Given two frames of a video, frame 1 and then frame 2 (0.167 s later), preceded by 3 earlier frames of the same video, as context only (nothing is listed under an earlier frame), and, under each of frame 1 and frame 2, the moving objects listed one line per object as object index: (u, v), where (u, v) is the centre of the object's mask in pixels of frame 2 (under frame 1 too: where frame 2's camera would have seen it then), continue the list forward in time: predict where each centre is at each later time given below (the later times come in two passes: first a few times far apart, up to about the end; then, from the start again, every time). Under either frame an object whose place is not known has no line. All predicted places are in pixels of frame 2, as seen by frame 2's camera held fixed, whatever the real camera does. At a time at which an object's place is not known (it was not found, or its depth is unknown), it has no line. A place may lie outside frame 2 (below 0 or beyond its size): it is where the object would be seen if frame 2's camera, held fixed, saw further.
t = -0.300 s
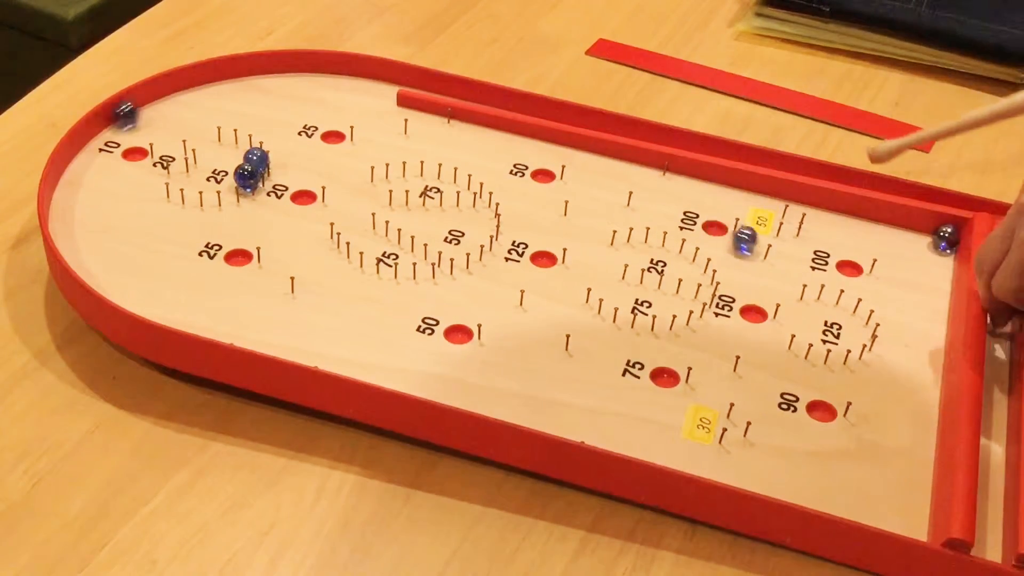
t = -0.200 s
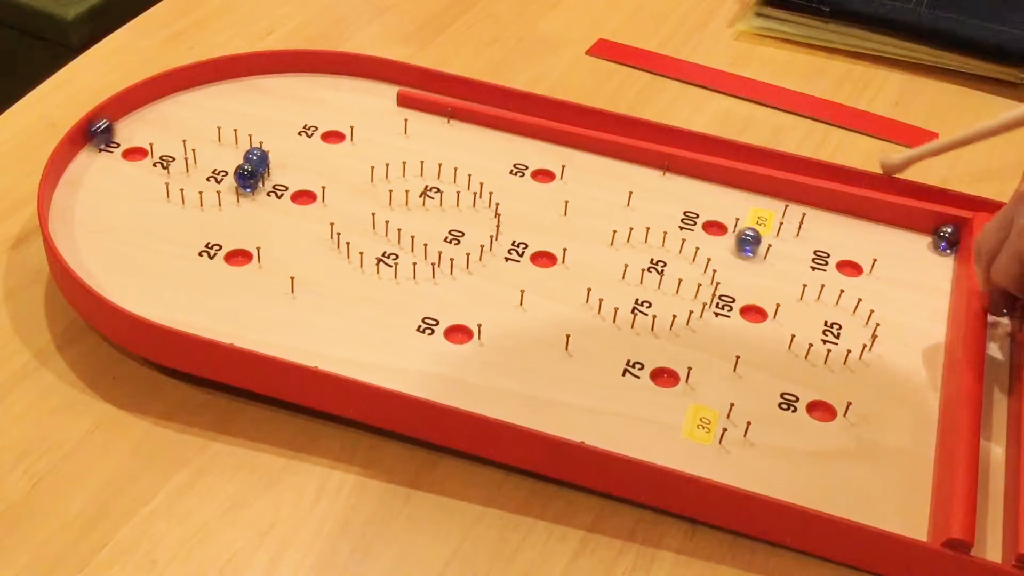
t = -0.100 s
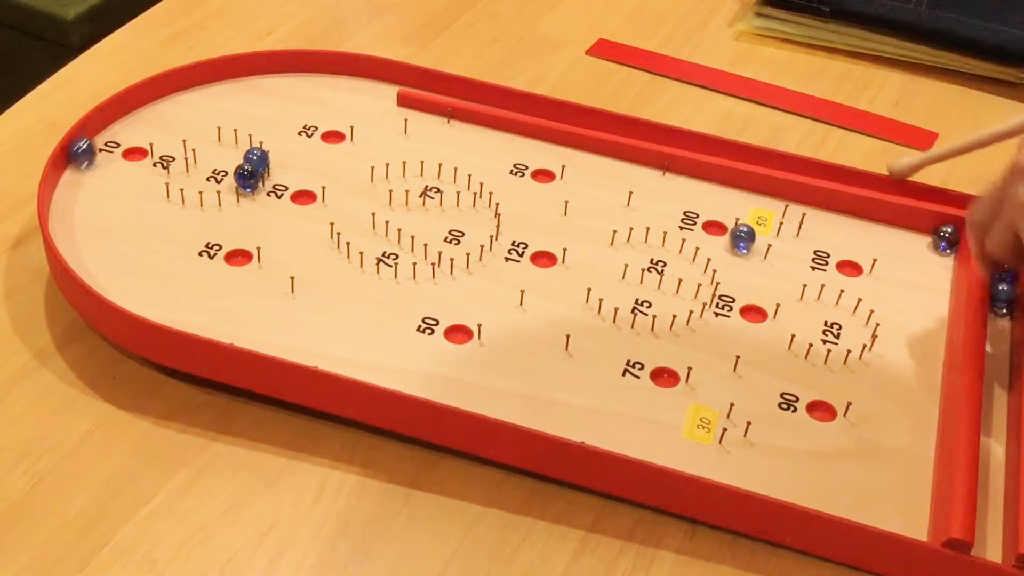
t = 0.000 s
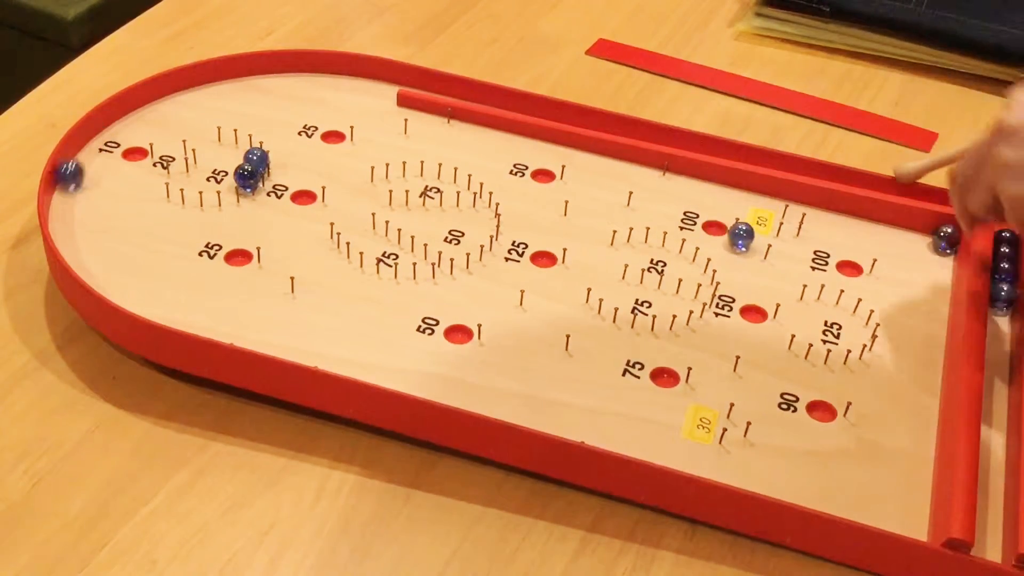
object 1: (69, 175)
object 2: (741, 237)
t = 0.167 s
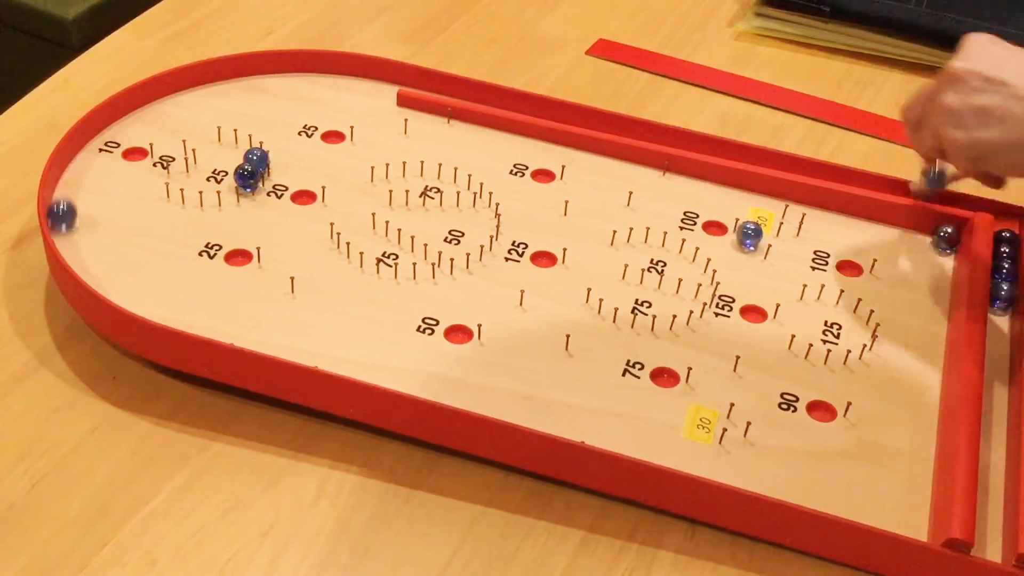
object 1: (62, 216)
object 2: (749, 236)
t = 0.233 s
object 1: (64, 233)
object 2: (756, 236)
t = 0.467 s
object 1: (111, 289)
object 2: (801, 245)
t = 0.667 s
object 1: (200, 328)
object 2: (863, 254)
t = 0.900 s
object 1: (222, 287)
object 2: (875, 229)
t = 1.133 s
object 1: (227, 240)
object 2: (906, 236)
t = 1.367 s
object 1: (193, 230)
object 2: (938, 257)
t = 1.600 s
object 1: (187, 228)
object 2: (934, 271)
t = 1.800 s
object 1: (203, 229)
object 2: (938, 283)
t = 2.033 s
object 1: (245, 235)
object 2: (939, 296)
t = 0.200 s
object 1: (63, 224)
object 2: (752, 236)
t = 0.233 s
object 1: (64, 233)
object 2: (756, 236)
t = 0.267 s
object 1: (68, 241)
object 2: (761, 238)
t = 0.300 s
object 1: (72, 250)
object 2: (766, 239)
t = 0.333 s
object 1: (77, 258)
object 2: (772, 240)
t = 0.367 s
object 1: (84, 266)
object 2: (778, 240)
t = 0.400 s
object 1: (92, 274)
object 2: (785, 241)
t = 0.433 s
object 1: (101, 282)
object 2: (793, 243)
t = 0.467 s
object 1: (111, 289)
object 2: (801, 245)
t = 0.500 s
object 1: (123, 297)
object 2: (809, 245)
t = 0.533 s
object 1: (135, 304)
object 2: (820, 247)
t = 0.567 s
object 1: (149, 310)
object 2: (830, 248)
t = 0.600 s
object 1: (165, 317)
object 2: (839, 249)
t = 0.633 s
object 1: (182, 323)
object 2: (851, 252)
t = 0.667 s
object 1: (200, 328)
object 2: (863, 254)
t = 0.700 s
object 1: (216, 332)
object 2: (862, 250)
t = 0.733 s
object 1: (216, 327)
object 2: (863, 246)
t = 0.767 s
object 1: (216, 321)
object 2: (864, 242)
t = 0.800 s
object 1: (216, 312)
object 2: (866, 238)
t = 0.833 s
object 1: (218, 304)
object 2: (869, 235)
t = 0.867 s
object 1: (220, 295)
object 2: (872, 231)
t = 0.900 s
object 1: (222, 287)
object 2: (875, 229)
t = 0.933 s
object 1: (225, 279)
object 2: (880, 226)
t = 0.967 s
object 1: (229, 272)
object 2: (884, 223)
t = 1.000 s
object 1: (233, 264)
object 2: (887, 225)
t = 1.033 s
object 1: (238, 257)
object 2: (891, 227)
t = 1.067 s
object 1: (242, 250)
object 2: (895, 230)
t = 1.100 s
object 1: (236, 244)
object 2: (900, 233)
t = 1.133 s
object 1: (227, 240)
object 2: (906, 236)
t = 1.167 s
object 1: (220, 239)
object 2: (912, 239)
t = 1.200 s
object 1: (214, 237)
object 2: (919, 242)
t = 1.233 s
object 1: (210, 236)
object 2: (925, 245)
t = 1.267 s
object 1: (204, 233)
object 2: (933, 249)
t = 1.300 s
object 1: (200, 232)
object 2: (939, 252)
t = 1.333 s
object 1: (197, 231)
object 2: (942, 255)
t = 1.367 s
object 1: (193, 230)
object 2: (938, 257)
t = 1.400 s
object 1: (191, 230)
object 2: (935, 259)
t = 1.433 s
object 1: (189, 229)
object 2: (933, 261)
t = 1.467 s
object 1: (187, 228)
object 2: (931, 262)
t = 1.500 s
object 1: (187, 228)
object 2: (931, 264)
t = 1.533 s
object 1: (186, 228)
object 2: (931, 266)
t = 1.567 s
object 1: (187, 228)
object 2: (933, 269)
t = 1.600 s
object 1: (187, 228)
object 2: (934, 271)
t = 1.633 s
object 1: (188, 228)
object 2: (936, 274)
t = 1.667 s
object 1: (190, 228)
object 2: (939, 277)
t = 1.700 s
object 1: (193, 228)
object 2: (940, 279)
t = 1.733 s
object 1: (195, 228)
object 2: (939, 280)
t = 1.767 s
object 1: (199, 228)
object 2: (938, 282)
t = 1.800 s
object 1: (203, 229)
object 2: (938, 283)
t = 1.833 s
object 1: (207, 229)
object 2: (940, 286)
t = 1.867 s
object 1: (212, 230)
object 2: (940, 287)
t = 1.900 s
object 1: (218, 230)
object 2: (940, 289)
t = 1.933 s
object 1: (224, 231)
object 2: (939, 291)
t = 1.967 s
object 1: (230, 232)
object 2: (939, 292)
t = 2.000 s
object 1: (238, 233)
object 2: (939, 294)
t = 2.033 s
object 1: (245, 235)
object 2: (939, 296)
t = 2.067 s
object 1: (253, 237)
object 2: (939, 297)
